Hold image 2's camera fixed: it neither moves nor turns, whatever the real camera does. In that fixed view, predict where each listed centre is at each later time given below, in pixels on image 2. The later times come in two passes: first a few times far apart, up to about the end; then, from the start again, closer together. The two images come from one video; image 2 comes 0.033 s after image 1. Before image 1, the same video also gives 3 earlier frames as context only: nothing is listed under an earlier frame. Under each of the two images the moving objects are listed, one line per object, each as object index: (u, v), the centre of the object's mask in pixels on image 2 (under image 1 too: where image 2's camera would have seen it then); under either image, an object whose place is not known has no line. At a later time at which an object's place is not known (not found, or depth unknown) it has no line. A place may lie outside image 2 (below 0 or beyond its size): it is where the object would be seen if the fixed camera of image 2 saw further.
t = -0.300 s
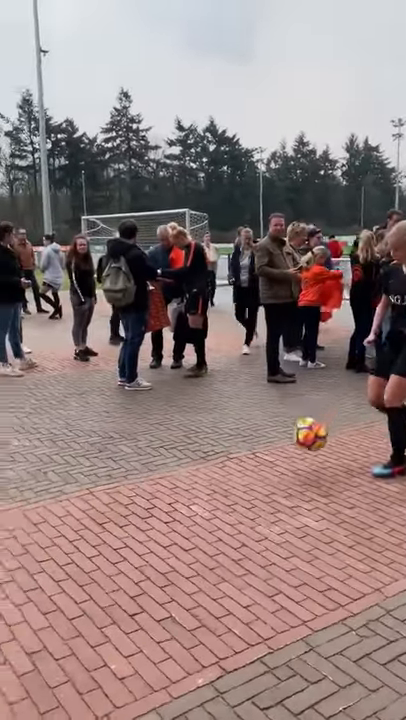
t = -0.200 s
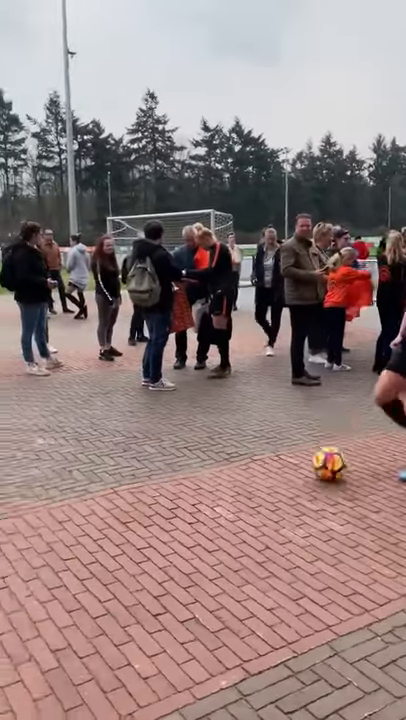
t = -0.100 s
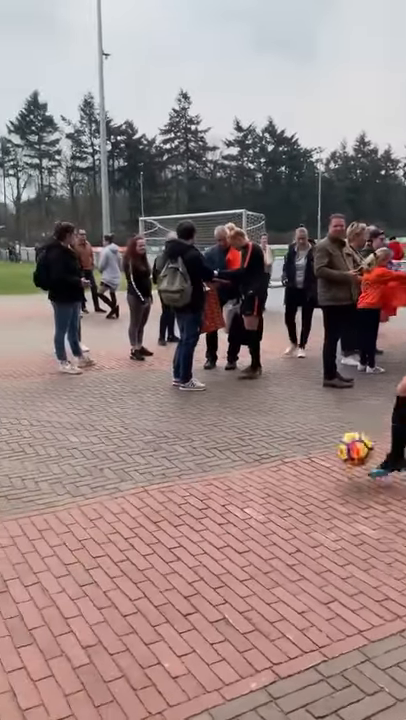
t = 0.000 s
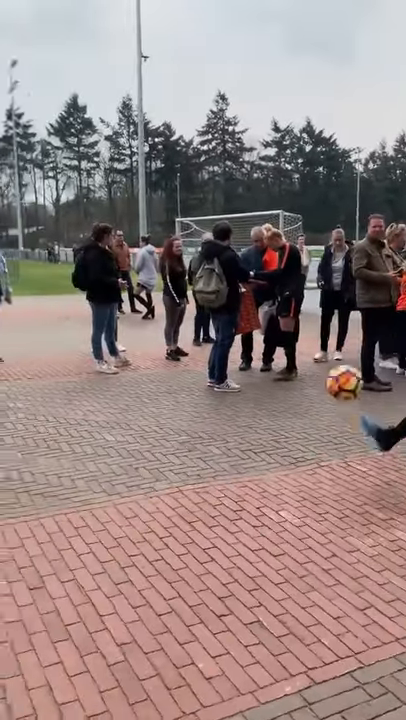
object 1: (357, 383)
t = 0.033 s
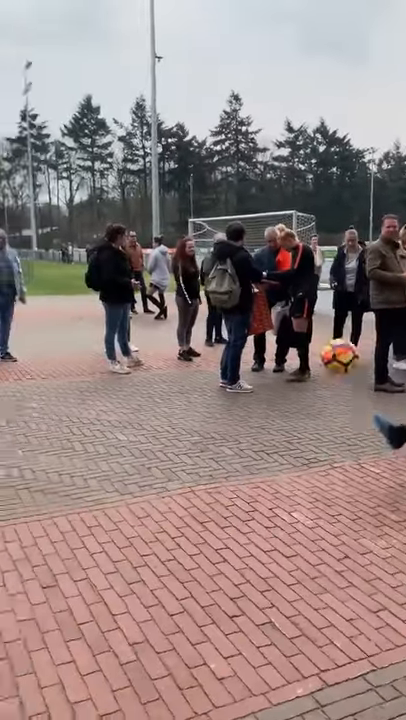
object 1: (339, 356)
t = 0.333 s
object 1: (180, 184)
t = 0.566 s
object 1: (58, 161)
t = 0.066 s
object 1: (322, 330)
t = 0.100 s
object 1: (303, 305)
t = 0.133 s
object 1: (286, 284)
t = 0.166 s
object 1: (267, 262)
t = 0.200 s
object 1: (249, 241)
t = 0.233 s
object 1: (231, 226)
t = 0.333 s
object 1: (180, 184)
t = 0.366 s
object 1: (164, 176)
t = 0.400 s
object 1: (146, 168)
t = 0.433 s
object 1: (127, 162)
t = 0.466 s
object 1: (110, 159)
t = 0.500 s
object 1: (93, 158)
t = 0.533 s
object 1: (76, 159)
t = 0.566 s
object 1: (58, 161)
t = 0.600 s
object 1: (44, 164)
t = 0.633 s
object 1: (27, 169)
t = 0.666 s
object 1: (11, 177)
